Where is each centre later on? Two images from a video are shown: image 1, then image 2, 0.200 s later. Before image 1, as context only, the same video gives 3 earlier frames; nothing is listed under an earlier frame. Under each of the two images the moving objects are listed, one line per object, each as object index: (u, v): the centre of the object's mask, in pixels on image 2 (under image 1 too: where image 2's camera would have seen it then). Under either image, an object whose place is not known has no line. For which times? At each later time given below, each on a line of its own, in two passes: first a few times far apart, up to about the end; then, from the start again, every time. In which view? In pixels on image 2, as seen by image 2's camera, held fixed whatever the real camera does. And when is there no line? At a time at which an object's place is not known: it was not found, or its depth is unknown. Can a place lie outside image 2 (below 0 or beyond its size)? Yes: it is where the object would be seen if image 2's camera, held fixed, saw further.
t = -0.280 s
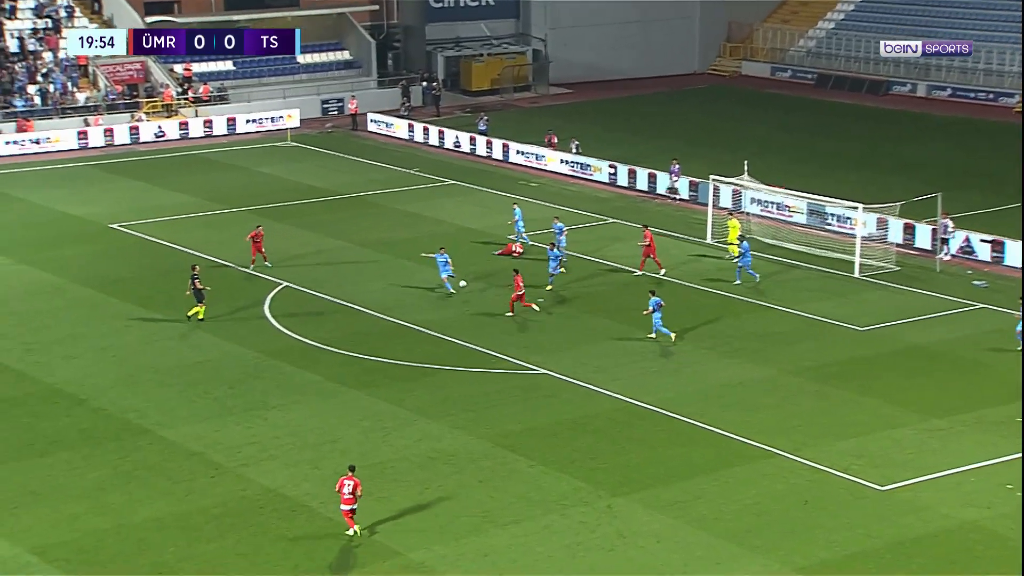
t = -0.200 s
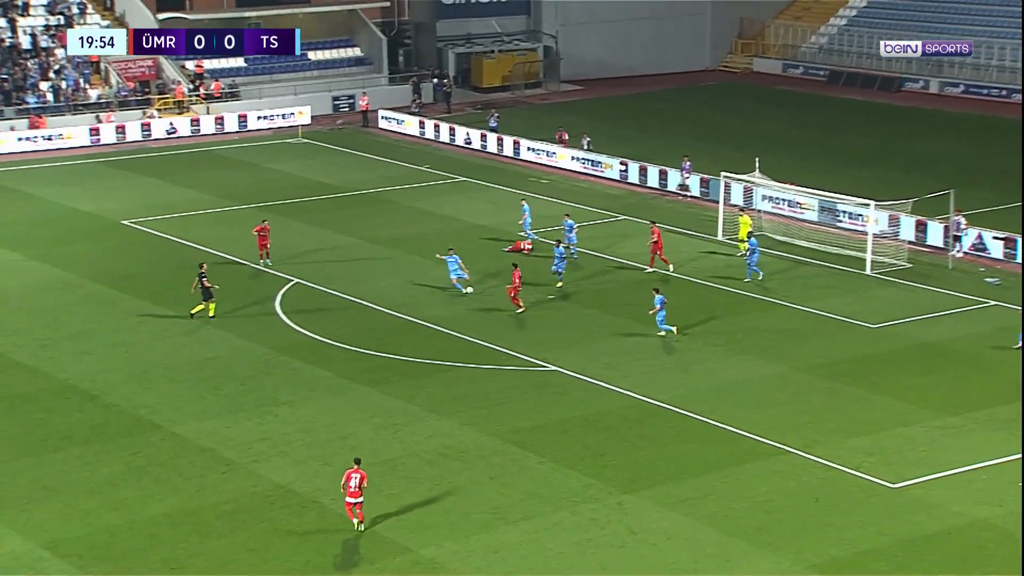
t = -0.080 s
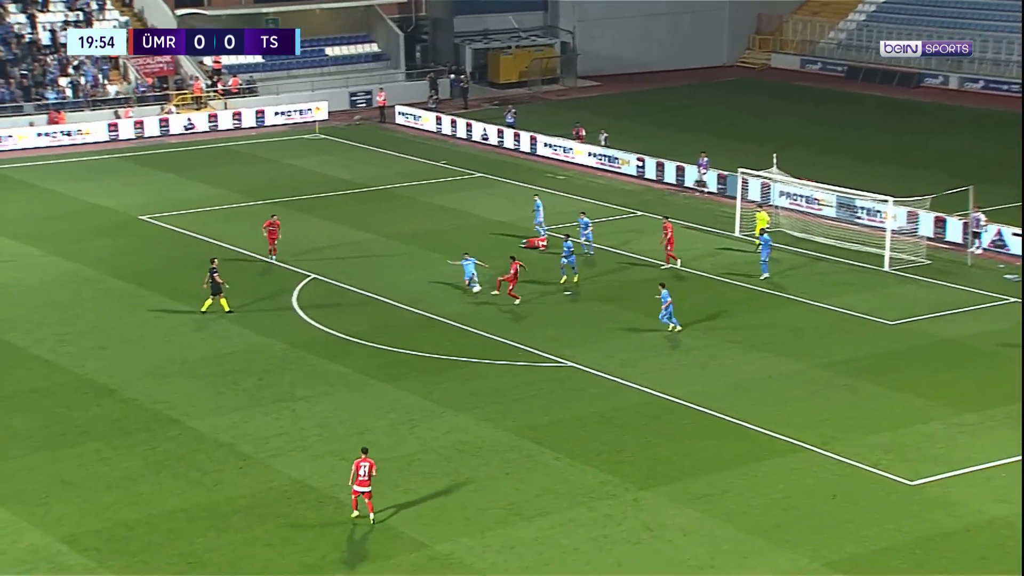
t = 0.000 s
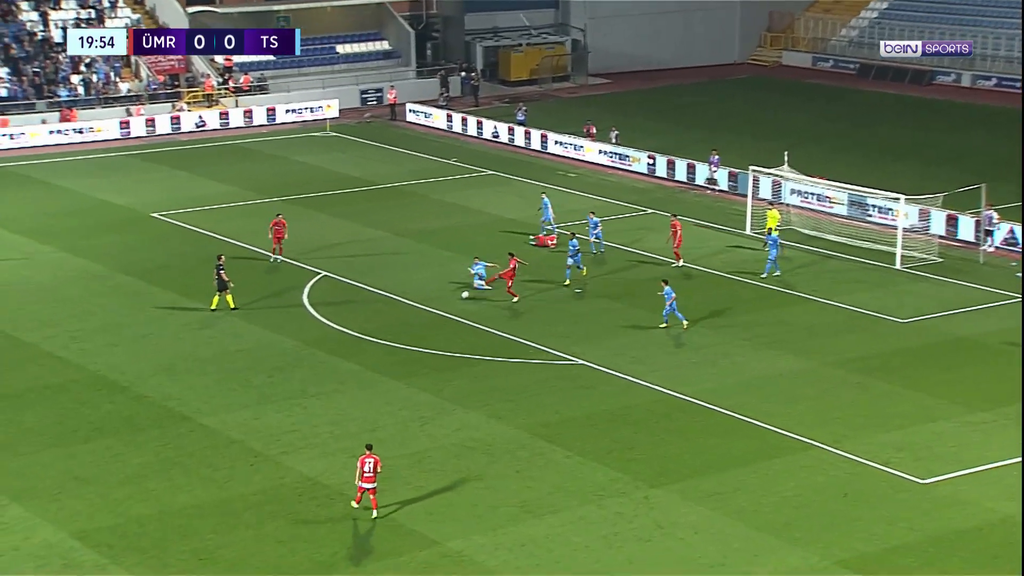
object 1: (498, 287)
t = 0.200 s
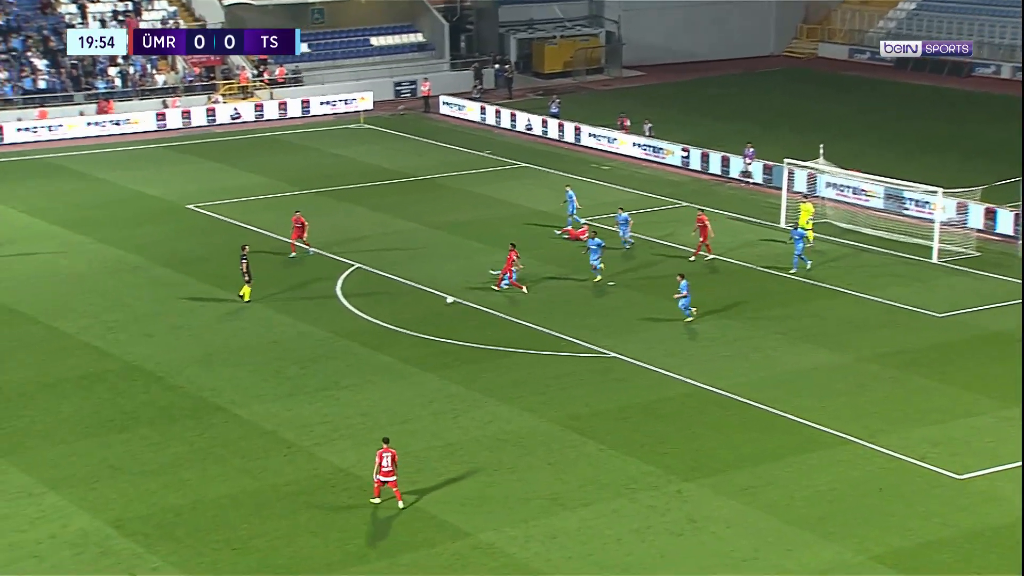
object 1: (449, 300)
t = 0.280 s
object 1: (431, 307)
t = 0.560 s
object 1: (373, 324)
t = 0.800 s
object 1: (325, 336)
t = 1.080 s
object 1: (268, 353)
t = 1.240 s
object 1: (235, 362)
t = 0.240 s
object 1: (440, 303)
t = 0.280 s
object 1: (431, 307)
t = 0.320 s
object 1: (422, 309)
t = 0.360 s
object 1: (414, 310)
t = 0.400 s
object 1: (406, 312)
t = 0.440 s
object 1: (398, 314)
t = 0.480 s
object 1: (390, 317)
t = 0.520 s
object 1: (382, 320)
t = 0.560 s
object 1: (373, 324)
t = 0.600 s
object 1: (365, 325)
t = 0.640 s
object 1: (357, 327)
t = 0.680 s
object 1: (349, 330)
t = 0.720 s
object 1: (341, 333)
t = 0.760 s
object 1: (333, 334)
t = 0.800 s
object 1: (325, 336)
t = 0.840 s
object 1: (317, 339)
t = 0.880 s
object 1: (309, 342)
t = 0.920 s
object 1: (301, 344)
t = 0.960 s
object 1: (292, 346)
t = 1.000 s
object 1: (284, 348)
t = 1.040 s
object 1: (276, 351)
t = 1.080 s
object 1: (268, 353)
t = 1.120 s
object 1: (260, 355)
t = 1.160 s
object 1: (252, 357)
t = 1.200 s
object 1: (244, 360)
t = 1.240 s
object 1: (235, 362)
